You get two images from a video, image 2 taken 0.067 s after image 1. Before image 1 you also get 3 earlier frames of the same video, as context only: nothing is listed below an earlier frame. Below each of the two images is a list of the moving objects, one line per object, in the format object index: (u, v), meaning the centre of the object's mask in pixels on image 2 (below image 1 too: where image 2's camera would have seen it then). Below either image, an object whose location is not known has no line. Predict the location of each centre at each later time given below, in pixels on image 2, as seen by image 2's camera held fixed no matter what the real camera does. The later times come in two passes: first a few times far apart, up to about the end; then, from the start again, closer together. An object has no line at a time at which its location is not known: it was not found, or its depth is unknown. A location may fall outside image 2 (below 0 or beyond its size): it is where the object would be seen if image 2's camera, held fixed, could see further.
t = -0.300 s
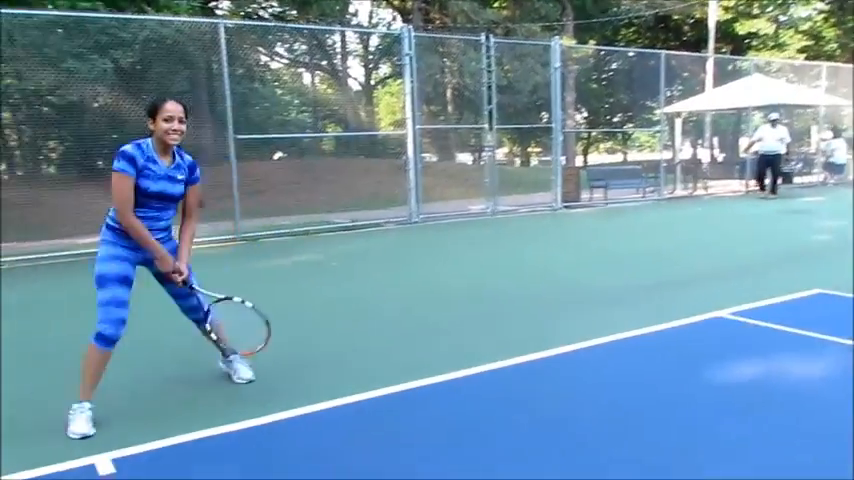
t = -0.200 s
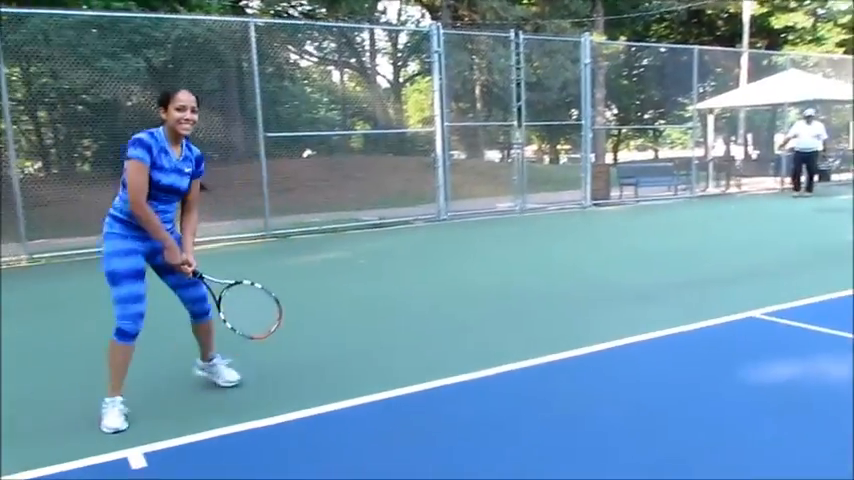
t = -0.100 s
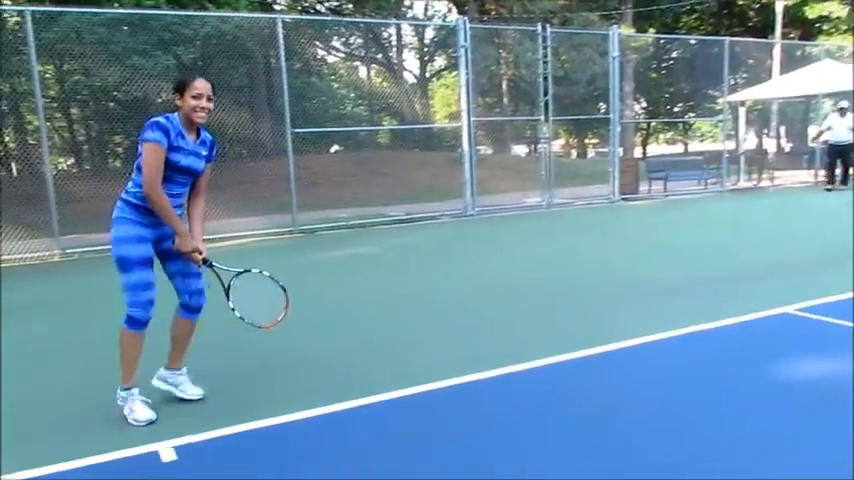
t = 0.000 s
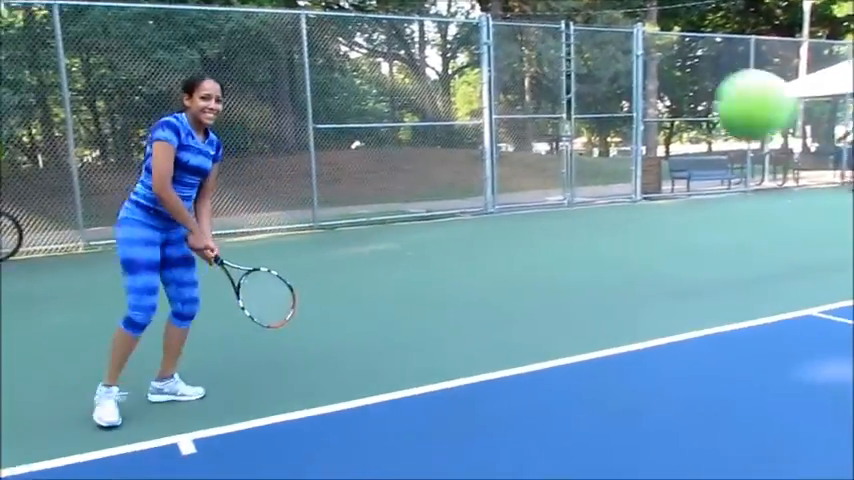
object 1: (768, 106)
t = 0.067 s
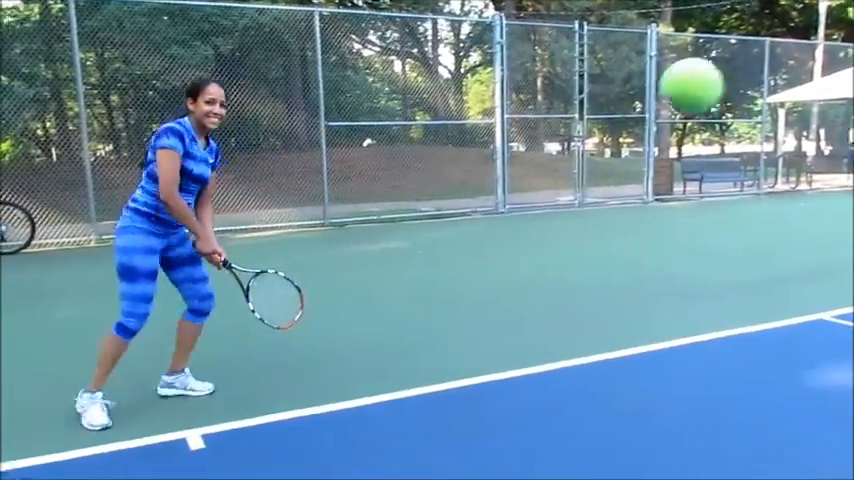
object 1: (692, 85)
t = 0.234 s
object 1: (594, 156)
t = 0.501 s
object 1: (536, 372)
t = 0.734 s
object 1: (517, 325)
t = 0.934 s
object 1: (506, 236)
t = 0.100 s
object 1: (664, 89)
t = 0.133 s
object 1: (641, 101)
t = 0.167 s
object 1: (623, 115)
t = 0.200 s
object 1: (608, 135)
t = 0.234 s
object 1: (594, 156)
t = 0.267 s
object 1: (583, 179)
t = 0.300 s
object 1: (573, 205)
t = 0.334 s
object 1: (564, 231)
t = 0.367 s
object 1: (557, 260)
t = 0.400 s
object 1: (550, 286)
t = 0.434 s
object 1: (545, 314)
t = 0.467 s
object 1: (540, 342)
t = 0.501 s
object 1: (536, 372)
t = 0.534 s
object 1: (533, 399)
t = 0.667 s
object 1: (522, 383)
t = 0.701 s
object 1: (520, 352)
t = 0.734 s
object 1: (517, 325)
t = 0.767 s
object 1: (515, 303)
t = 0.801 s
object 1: (513, 283)
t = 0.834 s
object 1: (511, 266)
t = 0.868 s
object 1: (509, 254)
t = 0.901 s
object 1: (507, 243)
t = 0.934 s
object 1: (506, 236)
